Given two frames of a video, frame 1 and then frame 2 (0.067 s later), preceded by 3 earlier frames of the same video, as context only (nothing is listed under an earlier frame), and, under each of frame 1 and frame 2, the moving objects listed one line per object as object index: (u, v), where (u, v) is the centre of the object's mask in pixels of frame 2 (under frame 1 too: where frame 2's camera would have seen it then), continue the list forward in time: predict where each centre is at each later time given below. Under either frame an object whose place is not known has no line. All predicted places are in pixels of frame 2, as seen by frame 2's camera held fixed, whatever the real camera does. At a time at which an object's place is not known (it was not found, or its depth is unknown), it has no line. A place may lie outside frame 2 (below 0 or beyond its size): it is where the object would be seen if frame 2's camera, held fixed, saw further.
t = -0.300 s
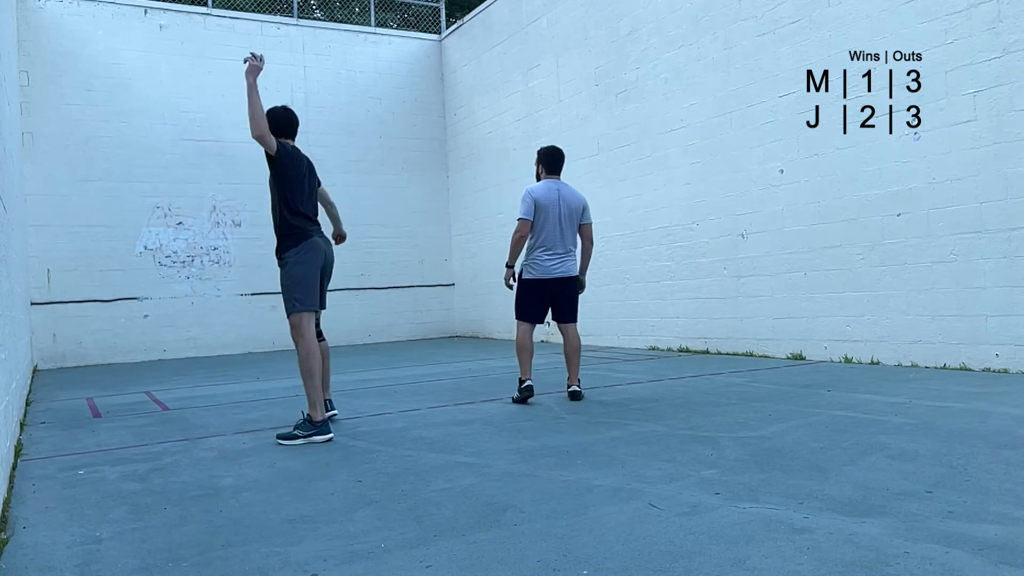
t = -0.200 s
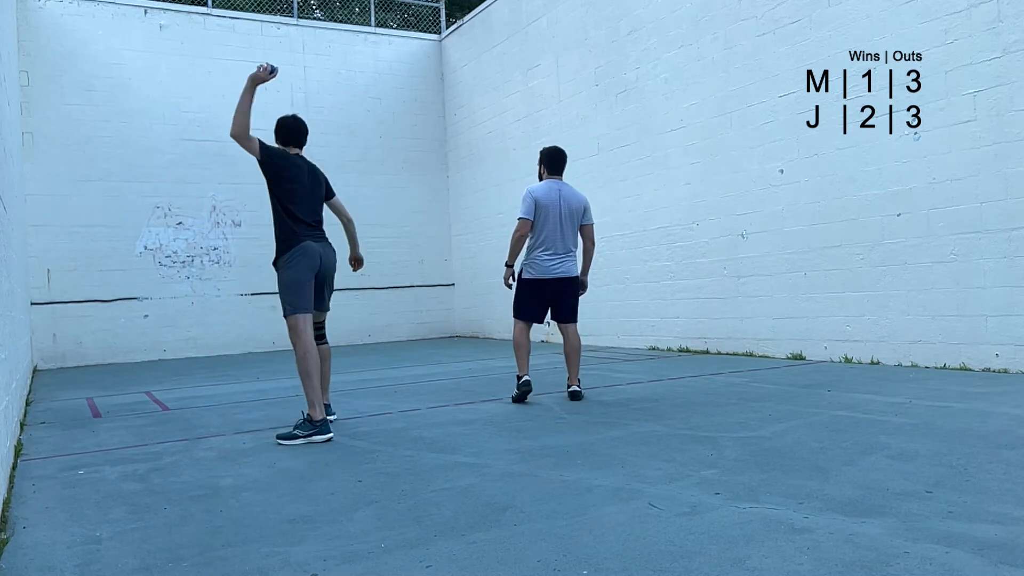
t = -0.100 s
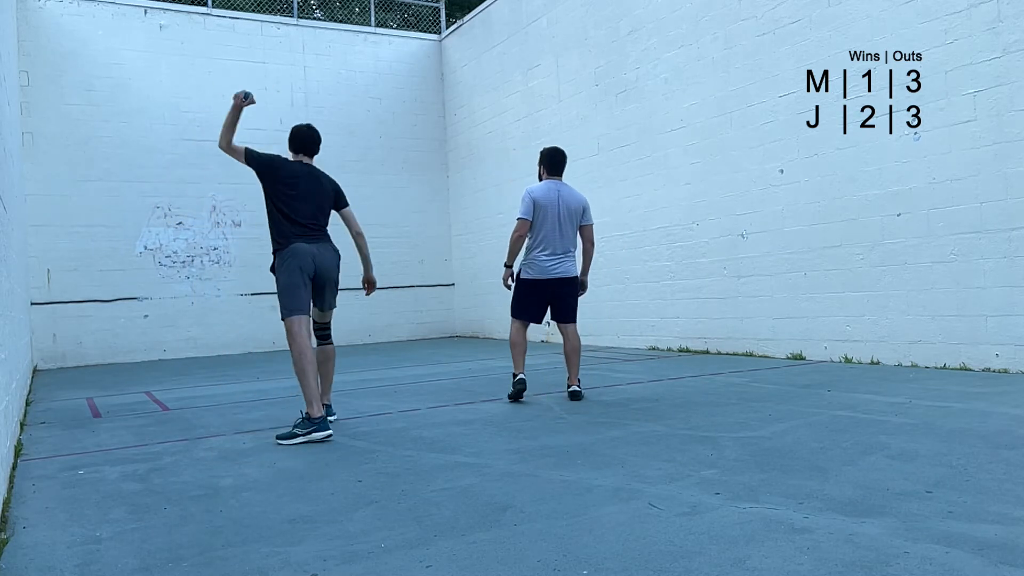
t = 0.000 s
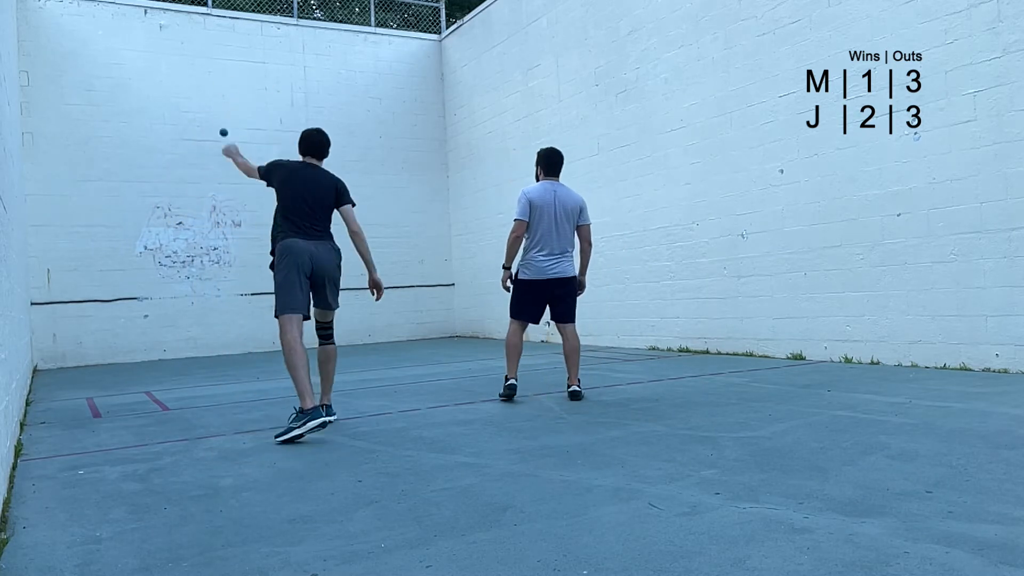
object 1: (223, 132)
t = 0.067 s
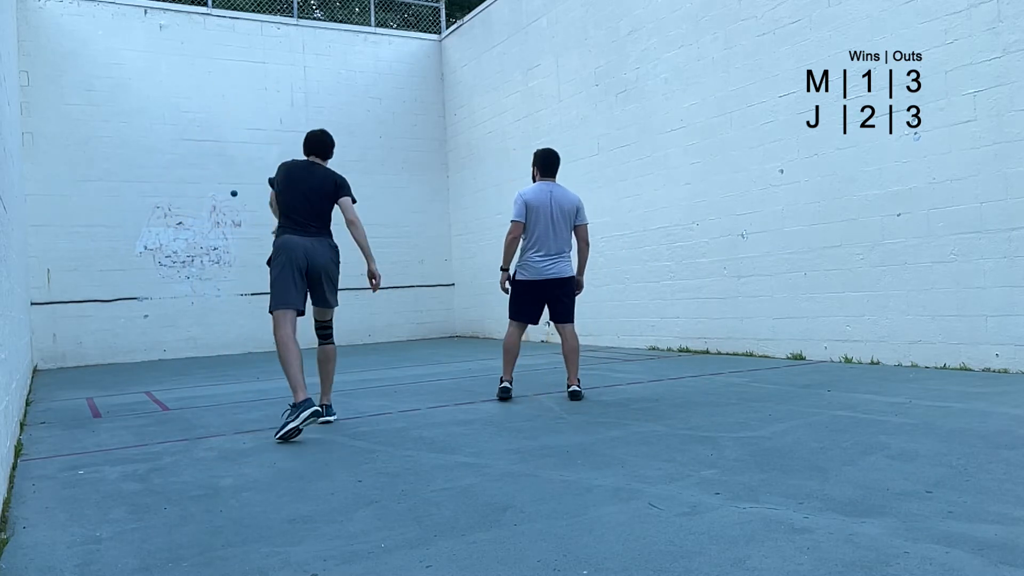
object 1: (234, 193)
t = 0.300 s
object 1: (252, 329)
